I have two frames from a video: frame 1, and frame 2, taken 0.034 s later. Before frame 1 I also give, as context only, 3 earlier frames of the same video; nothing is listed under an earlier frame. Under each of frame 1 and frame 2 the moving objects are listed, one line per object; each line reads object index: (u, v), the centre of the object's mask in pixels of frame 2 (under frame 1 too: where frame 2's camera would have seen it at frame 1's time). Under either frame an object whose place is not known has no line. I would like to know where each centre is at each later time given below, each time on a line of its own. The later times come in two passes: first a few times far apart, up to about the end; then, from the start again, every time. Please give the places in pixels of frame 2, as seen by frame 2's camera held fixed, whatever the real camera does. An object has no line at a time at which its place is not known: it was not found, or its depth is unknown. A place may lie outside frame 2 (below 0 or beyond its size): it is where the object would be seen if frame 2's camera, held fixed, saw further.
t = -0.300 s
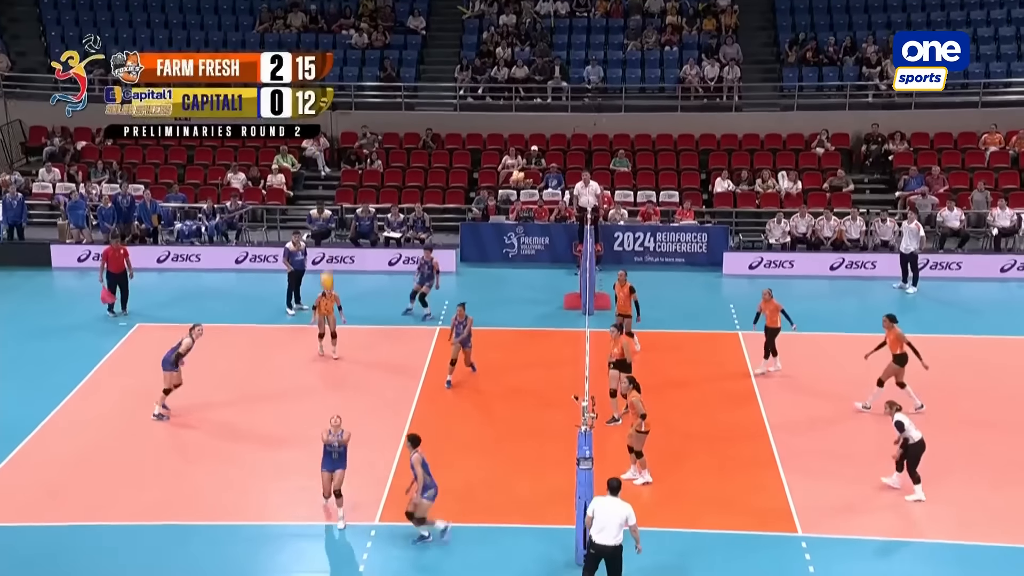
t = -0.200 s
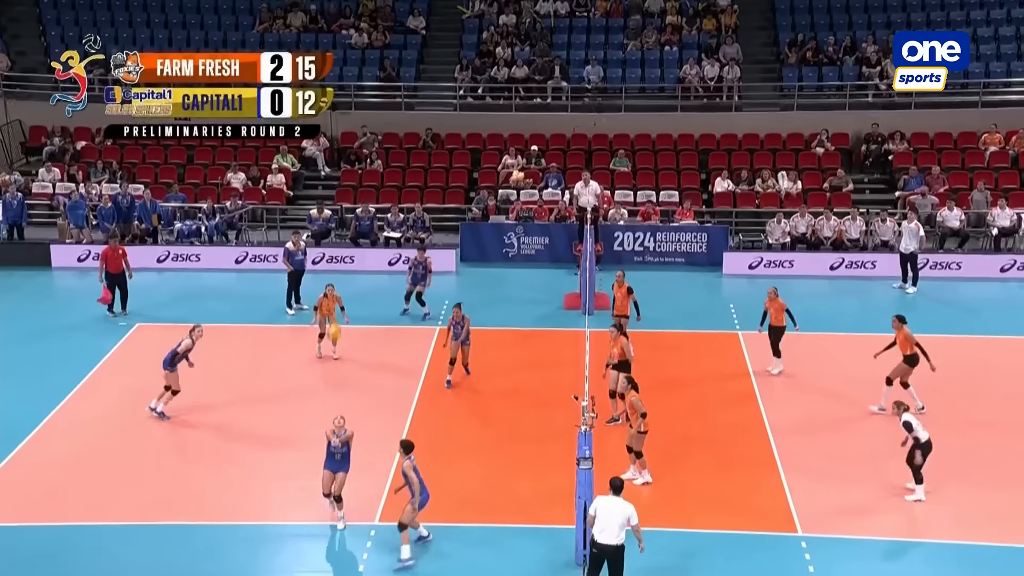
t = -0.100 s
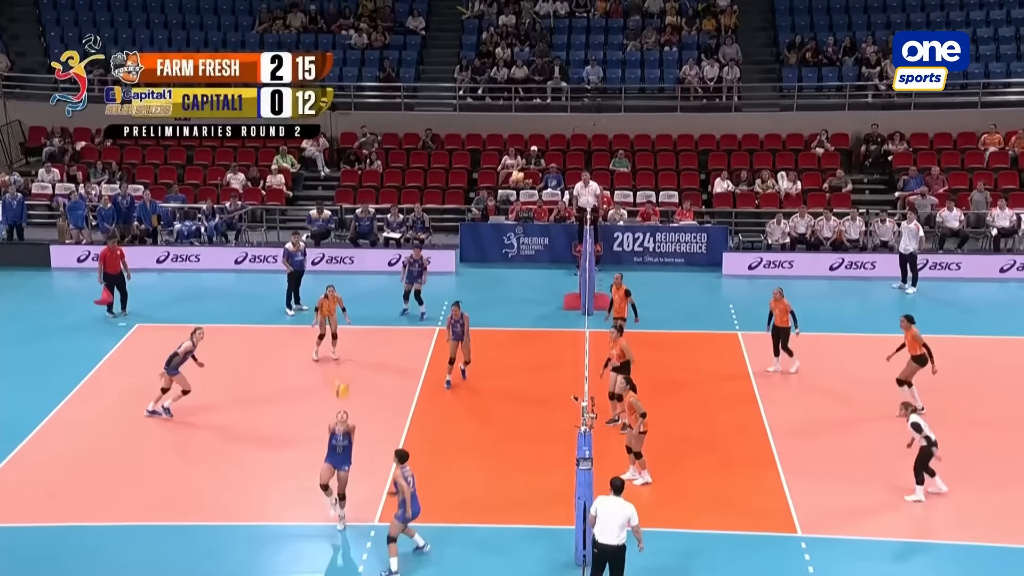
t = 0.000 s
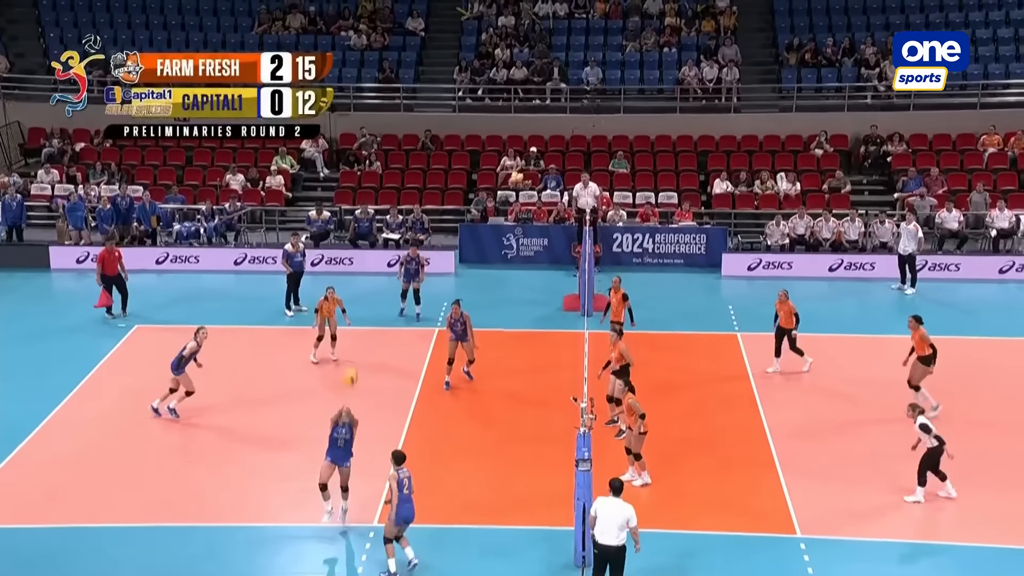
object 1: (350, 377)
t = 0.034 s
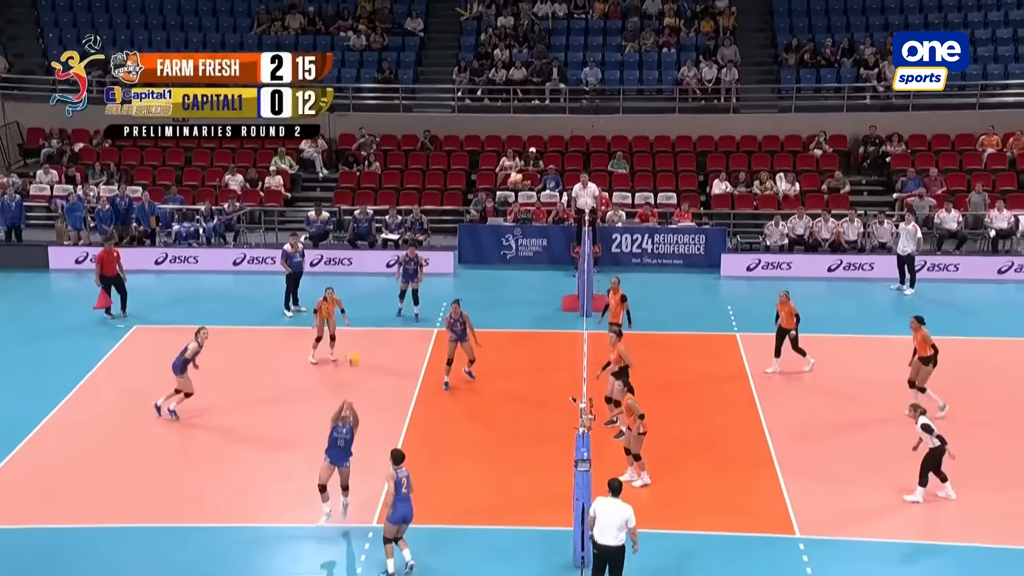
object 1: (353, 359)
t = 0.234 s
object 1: (371, 262)
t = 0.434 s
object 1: (388, 197)
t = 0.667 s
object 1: (406, 157)
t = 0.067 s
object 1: (356, 340)
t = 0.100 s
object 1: (359, 322)
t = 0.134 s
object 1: (362, 306)
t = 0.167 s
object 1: (365, 290)
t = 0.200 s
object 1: (368, 276)
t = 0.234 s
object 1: (371, 262)
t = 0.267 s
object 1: (374, 248)
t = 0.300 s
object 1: (377, 236)
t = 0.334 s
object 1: (379, 226)
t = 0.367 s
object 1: (382, 214)
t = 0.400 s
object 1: (385, 206)
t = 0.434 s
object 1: (388, 197)
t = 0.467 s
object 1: (390, 189)
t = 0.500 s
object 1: (393, 182)
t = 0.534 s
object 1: (395, 175)
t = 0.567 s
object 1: (398, 170)
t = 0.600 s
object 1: (401, 165)
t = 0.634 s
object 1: (403, 161)
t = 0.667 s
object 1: (406, 157)
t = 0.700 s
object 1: (408, 155)
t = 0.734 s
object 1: (411, 153)
